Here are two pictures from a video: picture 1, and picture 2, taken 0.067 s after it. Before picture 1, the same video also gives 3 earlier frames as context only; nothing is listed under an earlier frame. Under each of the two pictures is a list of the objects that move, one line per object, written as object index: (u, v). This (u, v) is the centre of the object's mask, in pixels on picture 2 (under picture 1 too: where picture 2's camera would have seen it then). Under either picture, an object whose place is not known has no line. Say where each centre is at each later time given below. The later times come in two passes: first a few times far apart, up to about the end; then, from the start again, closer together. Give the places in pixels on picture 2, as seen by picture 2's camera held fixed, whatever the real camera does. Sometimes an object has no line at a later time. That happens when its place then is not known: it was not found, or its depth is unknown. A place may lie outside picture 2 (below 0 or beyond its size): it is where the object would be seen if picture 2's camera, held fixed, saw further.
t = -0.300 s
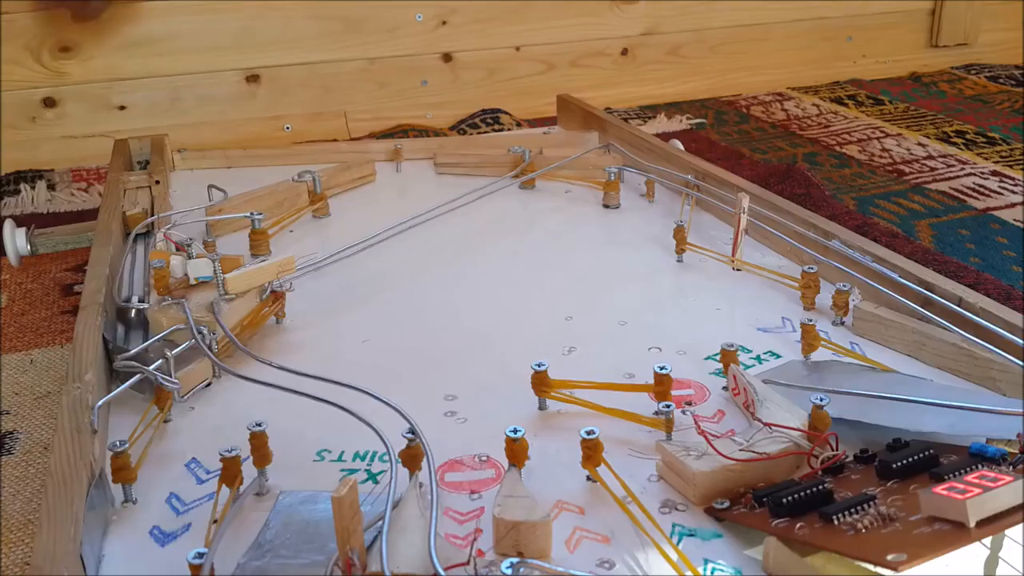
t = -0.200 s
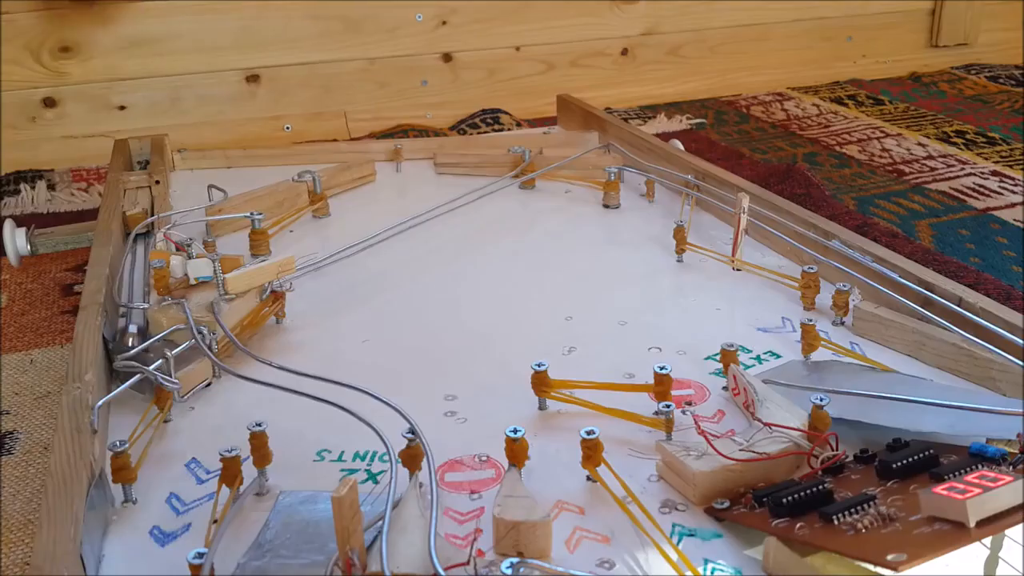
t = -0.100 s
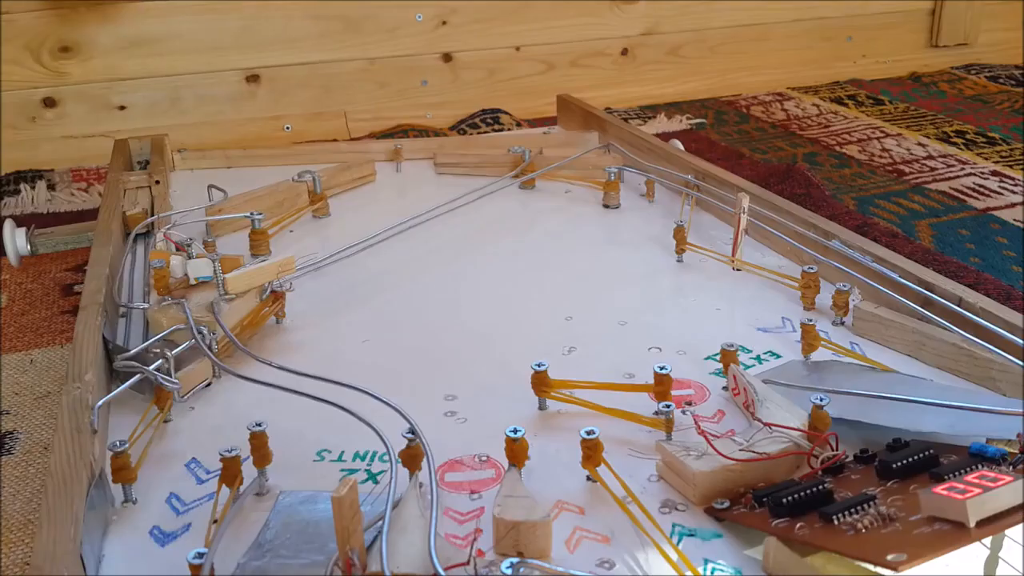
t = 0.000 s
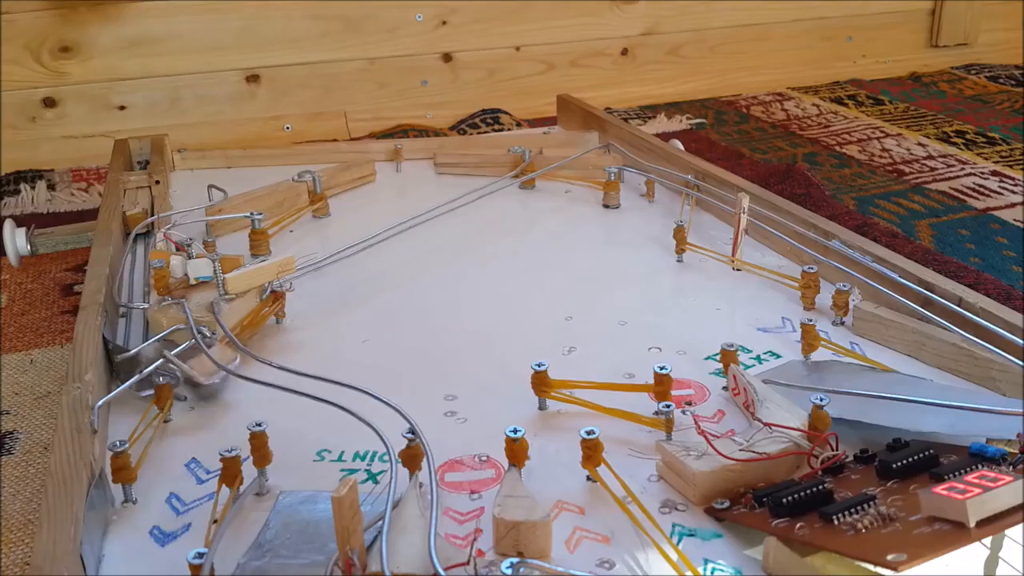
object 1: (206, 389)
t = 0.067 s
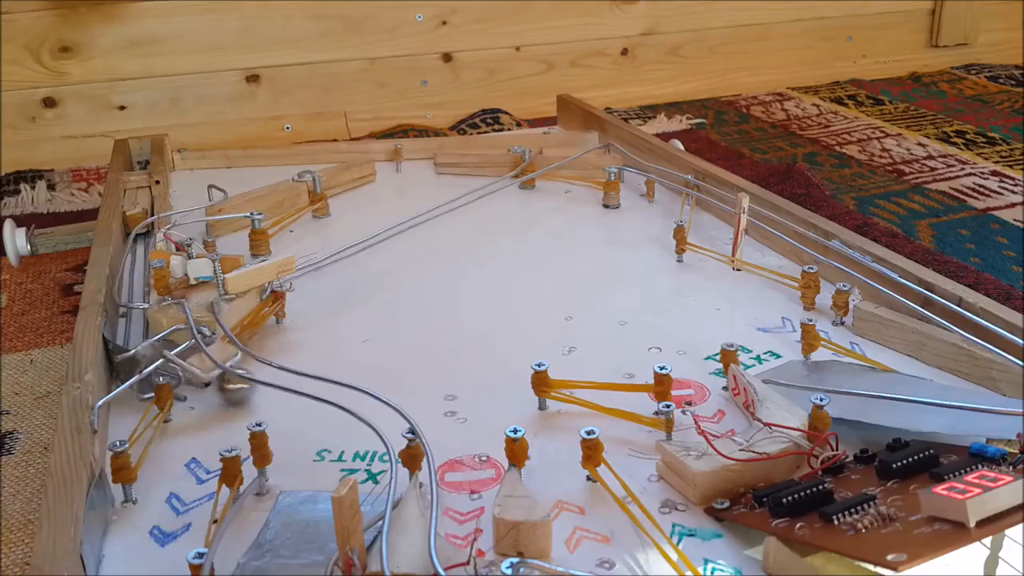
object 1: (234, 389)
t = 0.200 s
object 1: (291, 392)
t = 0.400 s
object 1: (368, 384)
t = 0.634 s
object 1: (440, 359)
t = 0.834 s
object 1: (484, 326)
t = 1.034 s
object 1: (511, 287)
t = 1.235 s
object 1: (523, 248)
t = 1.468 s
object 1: (524, 204)
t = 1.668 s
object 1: (493, 188)
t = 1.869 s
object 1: (424, 197)
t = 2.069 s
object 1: (348, 200)
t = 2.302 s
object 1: (357, 184)
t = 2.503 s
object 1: (394, 170)
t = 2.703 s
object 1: (425, 159)
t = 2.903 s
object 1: (424, 154)
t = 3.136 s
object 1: (419, 155)
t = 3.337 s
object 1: (412, 153)
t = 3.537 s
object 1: (405, 152)
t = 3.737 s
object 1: (386, 154)
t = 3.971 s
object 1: (369, 152)
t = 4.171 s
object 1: (350, 154)
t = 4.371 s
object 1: (328, 156)
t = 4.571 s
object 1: (303, 157)
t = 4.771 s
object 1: (276, 158)
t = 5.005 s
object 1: (241, 160)
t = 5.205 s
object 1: (206, 162)
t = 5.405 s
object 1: (183, 161)
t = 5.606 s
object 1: (186, 161)
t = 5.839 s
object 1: (180, 162)
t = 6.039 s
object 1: (180, 162)
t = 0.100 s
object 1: (250, 389)
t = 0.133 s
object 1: (264, 390)
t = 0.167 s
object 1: (278, 391)
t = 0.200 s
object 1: (291, 392)
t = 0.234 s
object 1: (306, 391)
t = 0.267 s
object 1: (319, 391)
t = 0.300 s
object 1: (331, 387)
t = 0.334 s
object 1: (344, 387)
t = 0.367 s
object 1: (356, 386)
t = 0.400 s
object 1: (368, 384)
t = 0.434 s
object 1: (380, 379)
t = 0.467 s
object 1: (391, 379)
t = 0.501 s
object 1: (401, 376)
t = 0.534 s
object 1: (412, 372)
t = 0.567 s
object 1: (421, 368)
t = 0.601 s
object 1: (431, 364)
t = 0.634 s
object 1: (440, 359)
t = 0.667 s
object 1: (449, 354)
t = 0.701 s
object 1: (457, 349)
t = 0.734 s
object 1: (464, 343)
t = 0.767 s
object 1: (471, 338)
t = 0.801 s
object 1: (478, 332)
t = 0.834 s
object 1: (484, 326)
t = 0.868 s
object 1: (490, 319)
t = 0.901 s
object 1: (495, 313)
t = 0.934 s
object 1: (499, 307)
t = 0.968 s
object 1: (504, 300)
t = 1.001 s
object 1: (507, 294)
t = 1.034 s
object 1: (511, 287)
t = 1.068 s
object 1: (514, 281)
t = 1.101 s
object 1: (517, 274)
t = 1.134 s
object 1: (519, 268)
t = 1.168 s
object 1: (521, 261)
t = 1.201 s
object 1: (522, 254)
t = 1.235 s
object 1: (523, 248)
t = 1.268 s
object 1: (524, 241)
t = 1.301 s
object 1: (525, 235)
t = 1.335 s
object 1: (525, 228)
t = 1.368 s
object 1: (525, 222)
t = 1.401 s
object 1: (525, 216)
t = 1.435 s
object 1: (524, 209)
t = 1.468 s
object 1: (524, 204)
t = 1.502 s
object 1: (523, 197)
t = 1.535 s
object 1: (522, 192)
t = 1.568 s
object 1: (520, 186)
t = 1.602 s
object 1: (517, 183)
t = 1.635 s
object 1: (506, 188)
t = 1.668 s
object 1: (493, 188)
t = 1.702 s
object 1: (482, 190)
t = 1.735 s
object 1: (470, 192)
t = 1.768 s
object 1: (459, 193)
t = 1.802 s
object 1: (448, 195)
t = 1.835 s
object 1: (436, 195)
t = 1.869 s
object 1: (424, 197)
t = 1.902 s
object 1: (412, 198)
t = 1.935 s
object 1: (399, 199)
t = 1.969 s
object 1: (386, 199)
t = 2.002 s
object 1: (373, 199)
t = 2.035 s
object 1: (361, 200)
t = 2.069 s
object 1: (348, 200)
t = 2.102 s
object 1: (341, 199)
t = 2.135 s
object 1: (346, 197)
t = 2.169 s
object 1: (349, 195)
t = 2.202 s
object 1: (351, 192)
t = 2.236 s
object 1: (353, 189)
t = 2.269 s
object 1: (355, 187)
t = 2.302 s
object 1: (357, 184)
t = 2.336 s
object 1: (360, 181)
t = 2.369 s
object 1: (366, 179)
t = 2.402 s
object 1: (373, 177)
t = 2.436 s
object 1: (380, 174)
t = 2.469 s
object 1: (387, 172)
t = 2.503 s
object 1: (394, 170)
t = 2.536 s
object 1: (400, 168)
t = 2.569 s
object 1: (406, 165)
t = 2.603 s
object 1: (414, 163)
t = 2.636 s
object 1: (421, 162)
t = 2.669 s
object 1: (424, 160)
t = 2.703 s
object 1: (425, 159)
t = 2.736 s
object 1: (425, 157)
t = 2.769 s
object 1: (425, 156)
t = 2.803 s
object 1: (425, 154)
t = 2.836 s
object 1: (425, 153)
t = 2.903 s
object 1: (424, 154)
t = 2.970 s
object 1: (423, 154)
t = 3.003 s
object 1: (423, 155)
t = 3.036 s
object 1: (421, 155)
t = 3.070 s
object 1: (421, 155)
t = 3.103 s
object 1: (420, 155)
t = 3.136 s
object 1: (419, 155)
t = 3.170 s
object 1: (418, 154)
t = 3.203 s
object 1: (416, 154)
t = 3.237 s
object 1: (415, 154)
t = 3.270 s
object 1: (414, 153)
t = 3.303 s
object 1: (413, 153)
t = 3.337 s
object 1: (412, 153)
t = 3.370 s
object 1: (411, 153)
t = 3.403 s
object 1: (410, 153)
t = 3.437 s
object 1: (408, 154)
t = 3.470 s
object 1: (407, 154)
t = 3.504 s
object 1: (406, 153)
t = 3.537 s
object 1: (405, 152)
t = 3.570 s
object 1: (404, 152)
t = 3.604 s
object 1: (400, 152)
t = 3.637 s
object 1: (395, 154)
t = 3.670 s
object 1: (389, 153)
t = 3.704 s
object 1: (387, 154)
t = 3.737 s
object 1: (386, 154)
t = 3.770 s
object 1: (384, 154)
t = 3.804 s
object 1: (383, 154)
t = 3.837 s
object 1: (381, 154)
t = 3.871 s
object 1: (378, 154)
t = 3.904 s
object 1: (376, 153)
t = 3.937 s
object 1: (373, 153)
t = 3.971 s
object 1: (369, 152)
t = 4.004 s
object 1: (366, 152)
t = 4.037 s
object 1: (363, 152)
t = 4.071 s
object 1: (360, 153)
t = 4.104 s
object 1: (357, 153)
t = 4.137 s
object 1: (353, 153)
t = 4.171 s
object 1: (350, 154)
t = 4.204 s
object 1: (346, 154)
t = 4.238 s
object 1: (343, 154)
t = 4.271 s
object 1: (339, 155)
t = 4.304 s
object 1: (336, 155)
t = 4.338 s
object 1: (332, 155)
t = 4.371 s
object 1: (328, 156)
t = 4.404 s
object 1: (324, 156)
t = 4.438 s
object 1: (320, 156)
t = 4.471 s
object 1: (316, 157)
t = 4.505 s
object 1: (312, 157)
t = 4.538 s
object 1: (308, 157)
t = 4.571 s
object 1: (303, 157)
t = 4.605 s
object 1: (299, 157)
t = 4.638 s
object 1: (295, 157)
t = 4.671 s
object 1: (290, 157)
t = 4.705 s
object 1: (286, 157)
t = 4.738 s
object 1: (281, 158)
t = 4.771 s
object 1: (276, 158)
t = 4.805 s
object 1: (271, 158)
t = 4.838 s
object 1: (267, 158)
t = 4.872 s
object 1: (261, 159)
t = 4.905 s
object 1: (256, 159)
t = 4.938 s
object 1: (251, 159)
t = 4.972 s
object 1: (246, 160)
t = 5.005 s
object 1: (241, 160)
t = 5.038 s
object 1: (235, 160)
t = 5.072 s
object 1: (229, 161)
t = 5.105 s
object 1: (224, 161)
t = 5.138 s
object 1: (218, 161)
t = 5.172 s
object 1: (212, 161)
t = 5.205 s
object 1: (206, 162)
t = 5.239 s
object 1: (200, 162)
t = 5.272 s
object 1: (194, 162)
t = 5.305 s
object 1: (188, 163)
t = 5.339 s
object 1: (182, 161)
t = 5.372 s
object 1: (182, 161)
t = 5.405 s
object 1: (183, 161)
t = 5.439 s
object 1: (184, 161)
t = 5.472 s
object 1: (185, 162)
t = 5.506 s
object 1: (187, 162)
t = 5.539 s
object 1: (187, 161)
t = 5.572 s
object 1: (187, 161)
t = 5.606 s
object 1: (186, 161)
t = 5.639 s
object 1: (185, 162)
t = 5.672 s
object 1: (185, 161)
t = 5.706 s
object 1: (184, 162)
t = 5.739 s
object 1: (183, 162)
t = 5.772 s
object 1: (182, 162)
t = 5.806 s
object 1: (180, 162)
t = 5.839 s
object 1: (180, 162)
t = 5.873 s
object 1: (180, 162)
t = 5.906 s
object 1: (180, 162)
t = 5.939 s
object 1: (180, 162)
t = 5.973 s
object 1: (180, 162)
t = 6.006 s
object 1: (180, 162)
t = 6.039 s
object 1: (180, 162)
